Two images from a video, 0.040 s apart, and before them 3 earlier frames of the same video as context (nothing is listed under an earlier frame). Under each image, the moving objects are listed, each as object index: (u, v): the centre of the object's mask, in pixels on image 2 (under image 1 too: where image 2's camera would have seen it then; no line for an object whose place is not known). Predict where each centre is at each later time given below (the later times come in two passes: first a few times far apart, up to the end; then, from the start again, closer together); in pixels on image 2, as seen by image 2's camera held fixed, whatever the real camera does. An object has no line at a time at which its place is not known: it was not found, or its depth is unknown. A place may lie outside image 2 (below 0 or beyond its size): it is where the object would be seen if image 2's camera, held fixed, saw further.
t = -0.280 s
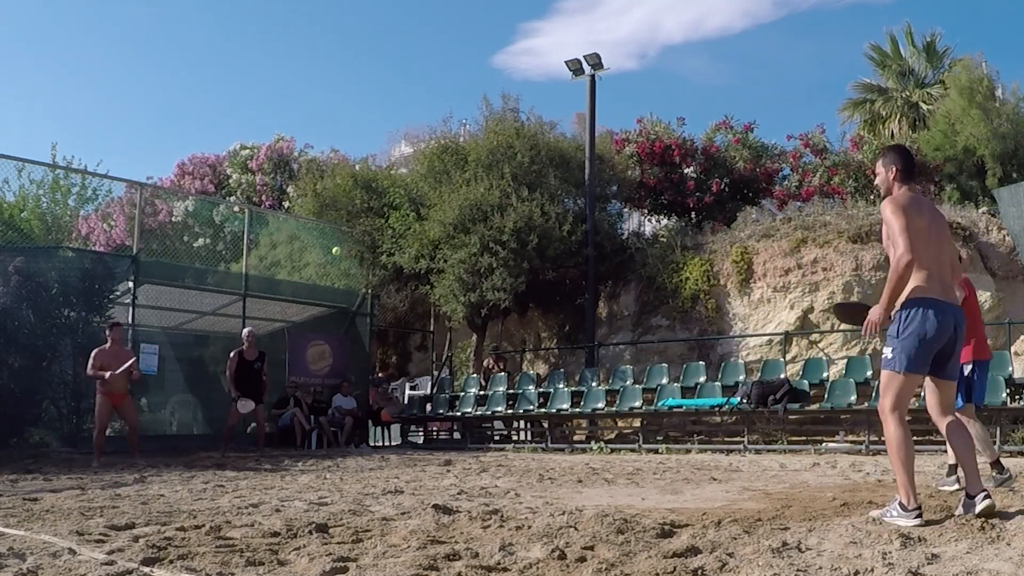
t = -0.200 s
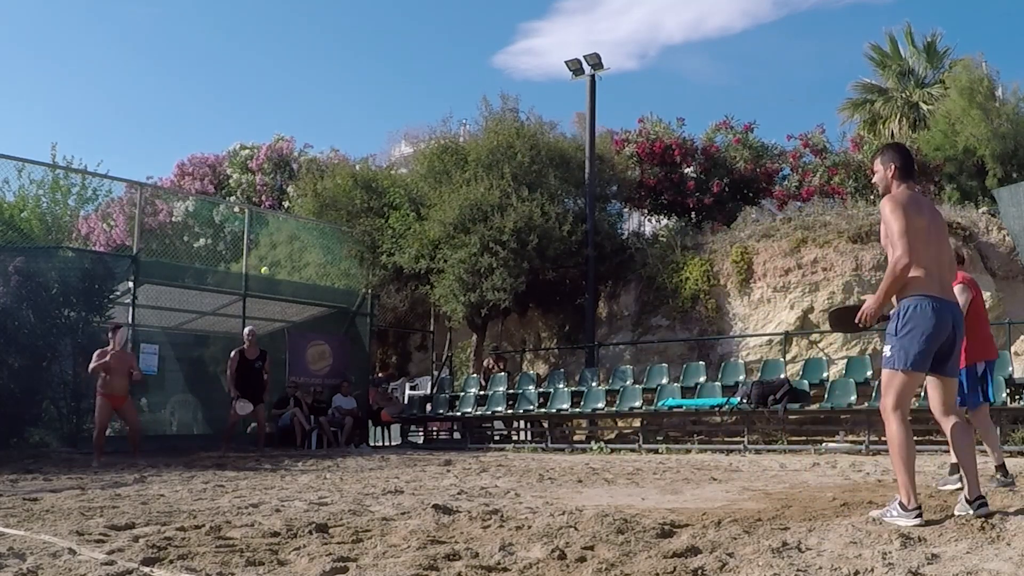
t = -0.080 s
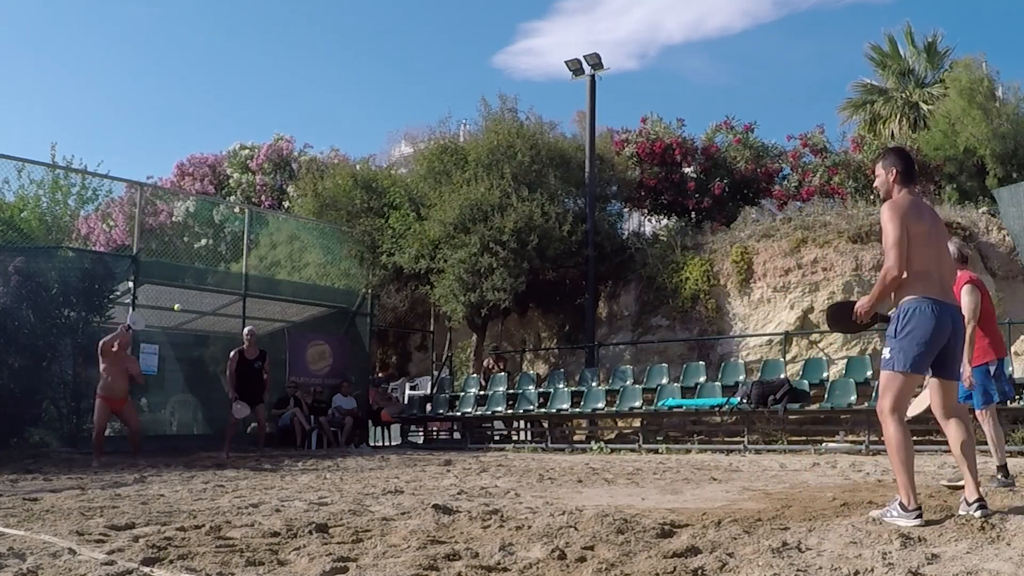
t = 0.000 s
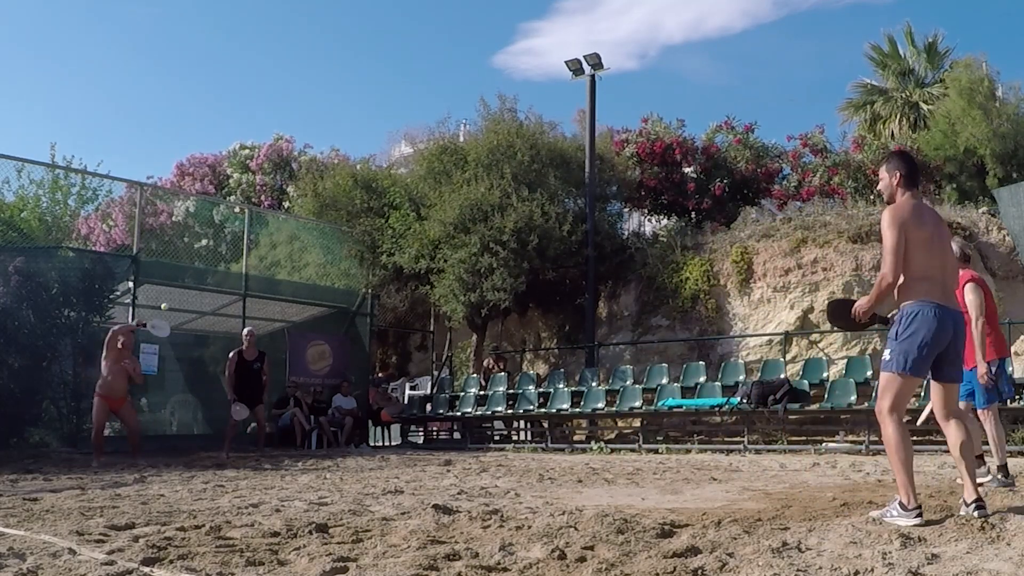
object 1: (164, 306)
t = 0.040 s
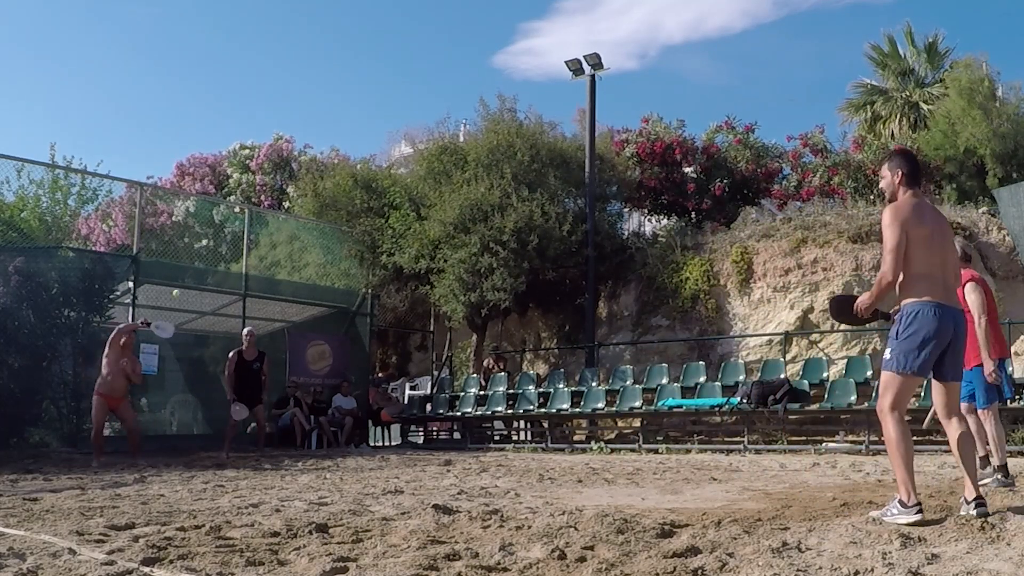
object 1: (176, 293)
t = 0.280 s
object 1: (266, 226)
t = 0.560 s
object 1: (456, 213)
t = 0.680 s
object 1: (600, 259)
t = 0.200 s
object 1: (232, 245)
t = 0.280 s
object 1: (266, 226)
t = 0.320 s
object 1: (286, 218)
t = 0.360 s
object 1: (309, 212)
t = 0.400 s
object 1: (332, 208)
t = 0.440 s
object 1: (359, 205)
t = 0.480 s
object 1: (387, 205)
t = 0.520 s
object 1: (420, 207)
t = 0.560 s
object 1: (456, 213)
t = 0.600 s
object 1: (498, 222)
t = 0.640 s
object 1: (545, 237)
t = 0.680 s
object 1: (600, 259)
